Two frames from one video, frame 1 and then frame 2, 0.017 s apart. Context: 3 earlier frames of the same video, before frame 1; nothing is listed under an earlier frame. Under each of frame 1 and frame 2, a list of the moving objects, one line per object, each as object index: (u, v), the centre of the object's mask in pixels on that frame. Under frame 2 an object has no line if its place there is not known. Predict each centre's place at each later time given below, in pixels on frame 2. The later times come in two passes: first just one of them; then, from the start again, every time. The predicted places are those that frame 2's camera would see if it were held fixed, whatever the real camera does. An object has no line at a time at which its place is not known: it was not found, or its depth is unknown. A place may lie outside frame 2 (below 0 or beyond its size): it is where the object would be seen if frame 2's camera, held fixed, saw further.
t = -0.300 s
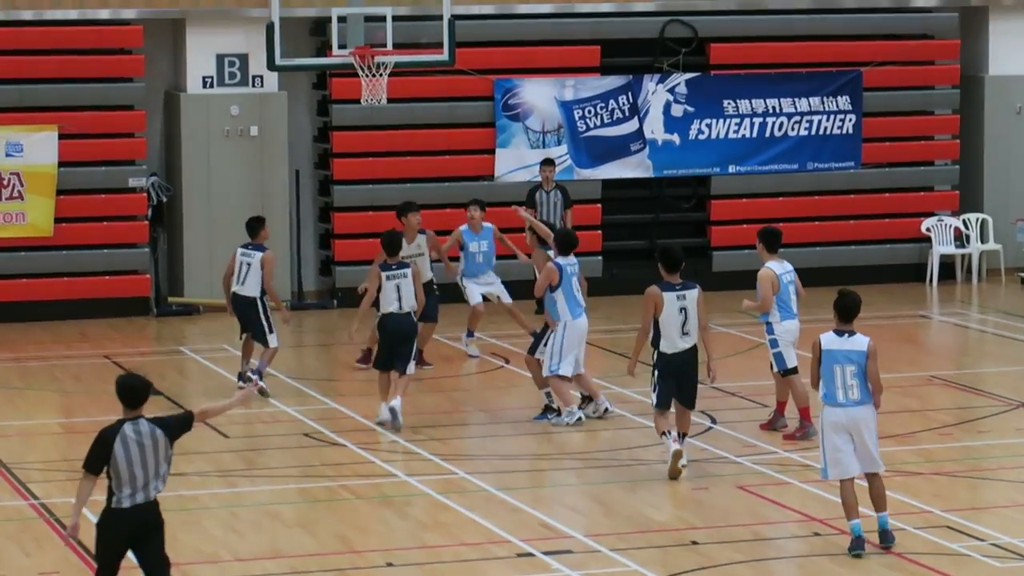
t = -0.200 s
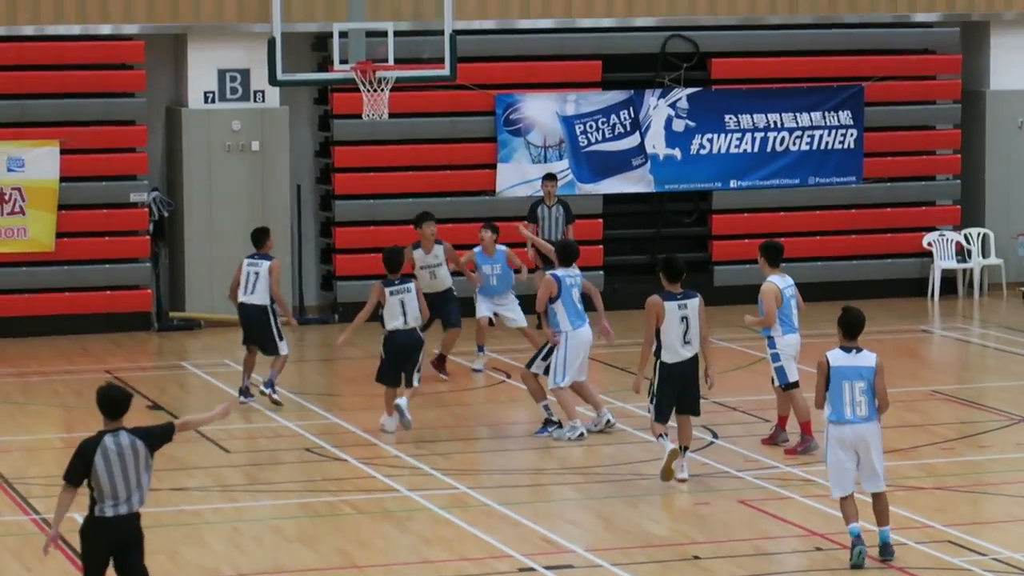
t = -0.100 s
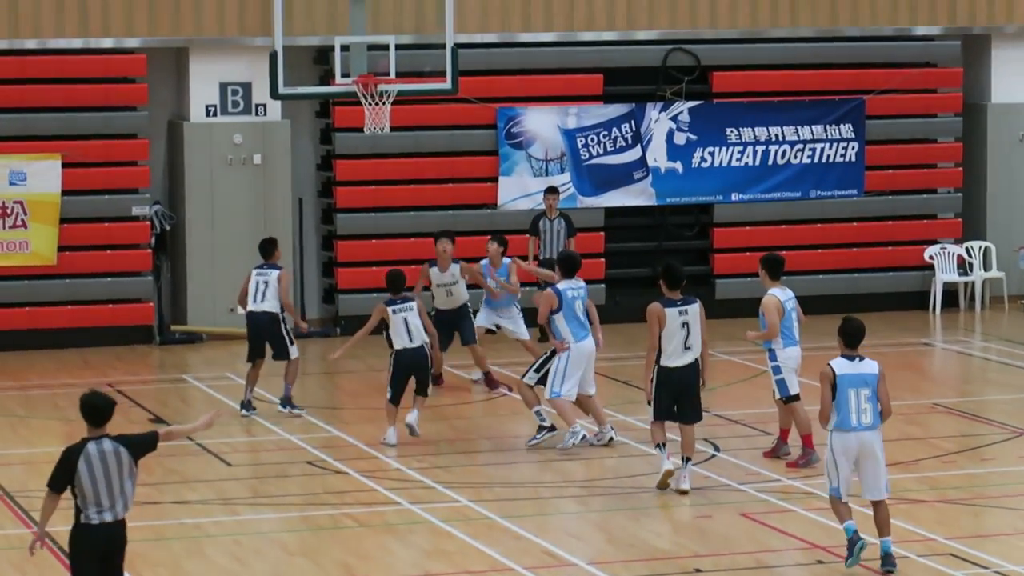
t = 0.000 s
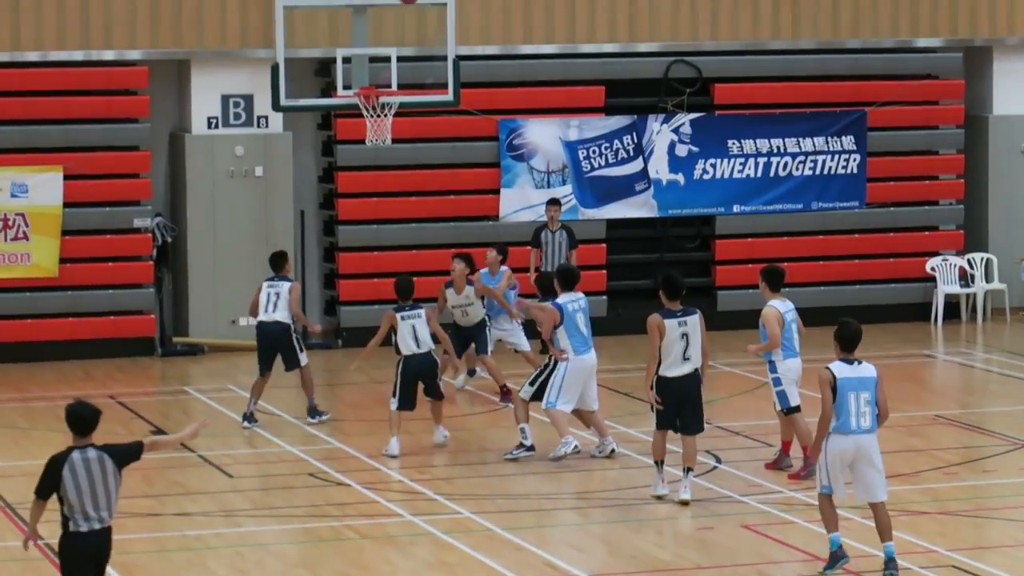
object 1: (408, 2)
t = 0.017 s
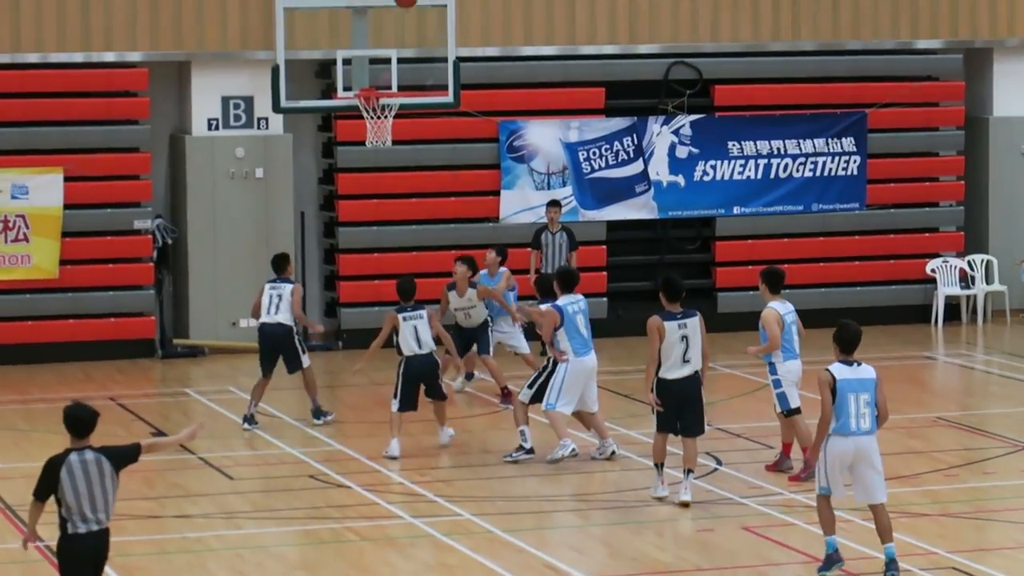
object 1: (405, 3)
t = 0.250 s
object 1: (367, 58)
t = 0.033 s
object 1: (403, 3)
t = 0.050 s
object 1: (400, 4)
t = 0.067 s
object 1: (397, 5)
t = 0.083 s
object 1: (394, 8)
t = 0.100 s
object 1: (391, 12)
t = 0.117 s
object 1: (388, 16)
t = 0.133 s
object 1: (385, 20)
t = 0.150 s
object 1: (382, 25)
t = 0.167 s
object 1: (380, 29)
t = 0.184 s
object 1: (378, 35)
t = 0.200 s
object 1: (375, 40)
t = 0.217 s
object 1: (373, 46)
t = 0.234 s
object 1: (369, 52)
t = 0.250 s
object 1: (367, 58)
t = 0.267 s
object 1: (364, 64)
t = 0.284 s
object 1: (361, 71)
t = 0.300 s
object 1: (359, 78)
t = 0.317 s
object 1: (357, 81)
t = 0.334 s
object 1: (355, 79)
